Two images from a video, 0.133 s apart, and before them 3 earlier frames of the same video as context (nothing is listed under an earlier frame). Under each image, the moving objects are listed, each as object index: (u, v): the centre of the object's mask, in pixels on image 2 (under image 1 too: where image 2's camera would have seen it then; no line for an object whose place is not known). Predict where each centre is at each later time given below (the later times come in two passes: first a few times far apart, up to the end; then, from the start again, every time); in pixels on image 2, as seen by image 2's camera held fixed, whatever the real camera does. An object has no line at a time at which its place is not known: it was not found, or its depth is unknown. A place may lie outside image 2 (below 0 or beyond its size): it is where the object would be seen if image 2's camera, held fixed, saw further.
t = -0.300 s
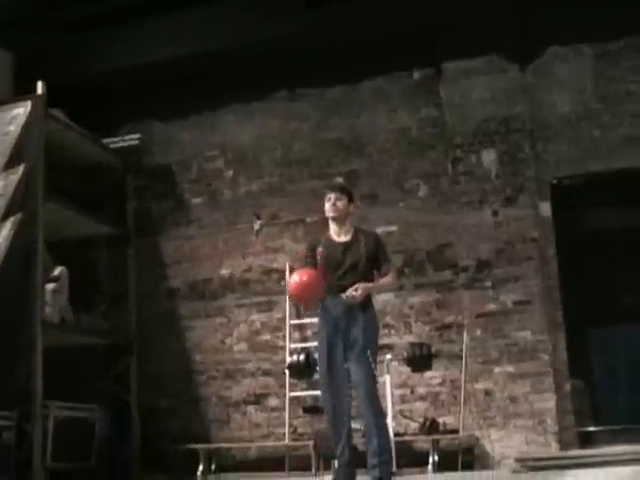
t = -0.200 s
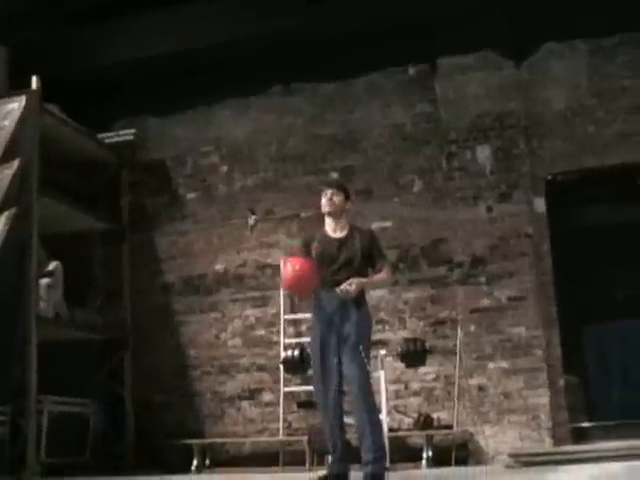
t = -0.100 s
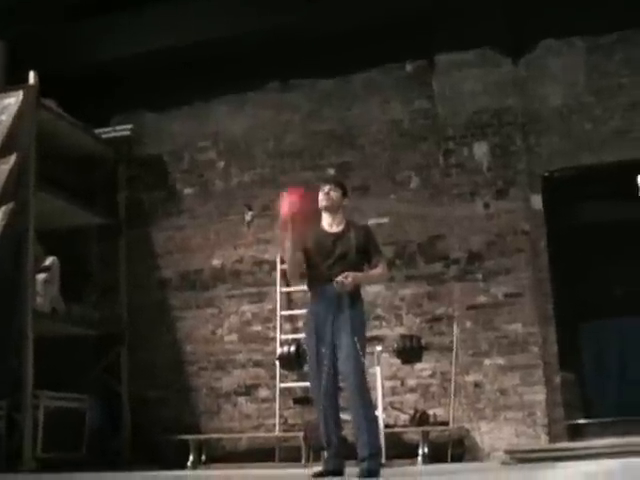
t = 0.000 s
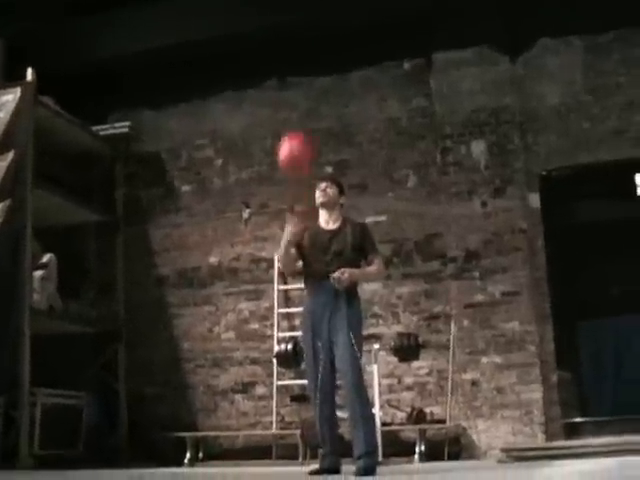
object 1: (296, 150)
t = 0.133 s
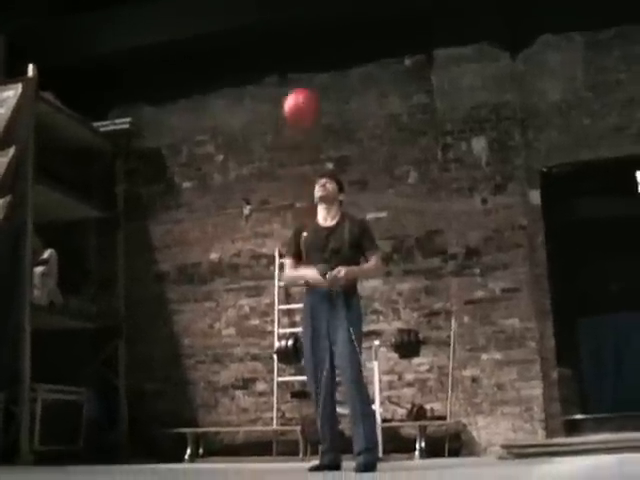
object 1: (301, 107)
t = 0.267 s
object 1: (304, 94)
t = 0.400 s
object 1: (310, 103)
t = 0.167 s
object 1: (302, 101)
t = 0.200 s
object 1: (303, 98)
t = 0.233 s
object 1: (303, 96)
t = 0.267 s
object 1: (304, 94)
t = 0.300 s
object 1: (306, 95)
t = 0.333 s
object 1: (307, 96)
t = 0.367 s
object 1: (309, 99)
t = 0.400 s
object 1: (310, 103)
